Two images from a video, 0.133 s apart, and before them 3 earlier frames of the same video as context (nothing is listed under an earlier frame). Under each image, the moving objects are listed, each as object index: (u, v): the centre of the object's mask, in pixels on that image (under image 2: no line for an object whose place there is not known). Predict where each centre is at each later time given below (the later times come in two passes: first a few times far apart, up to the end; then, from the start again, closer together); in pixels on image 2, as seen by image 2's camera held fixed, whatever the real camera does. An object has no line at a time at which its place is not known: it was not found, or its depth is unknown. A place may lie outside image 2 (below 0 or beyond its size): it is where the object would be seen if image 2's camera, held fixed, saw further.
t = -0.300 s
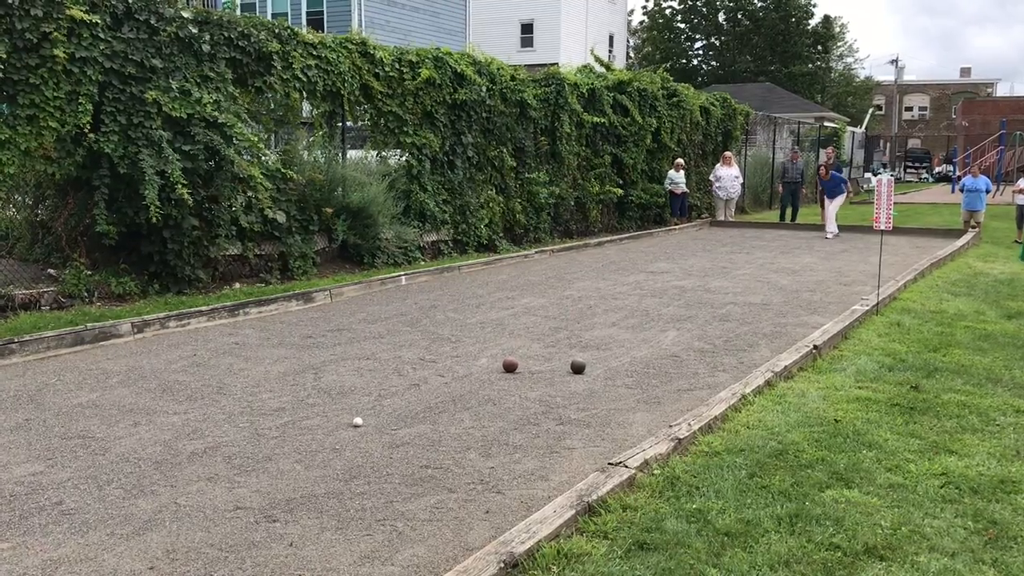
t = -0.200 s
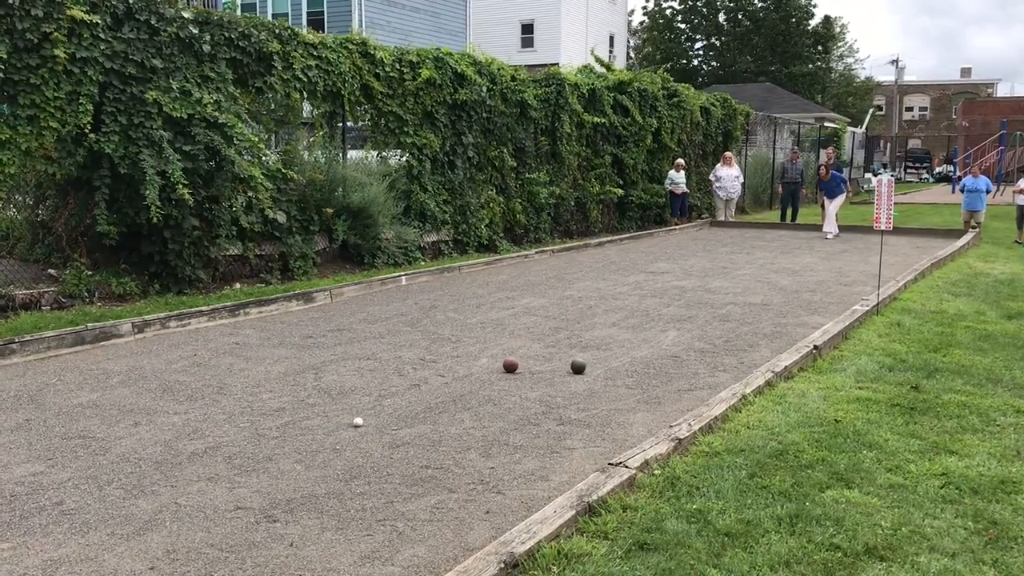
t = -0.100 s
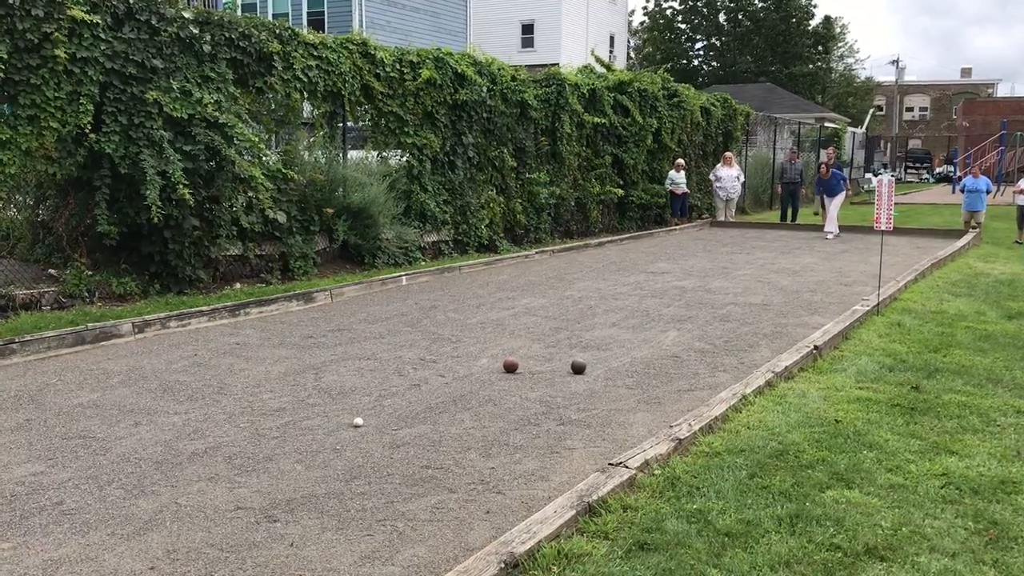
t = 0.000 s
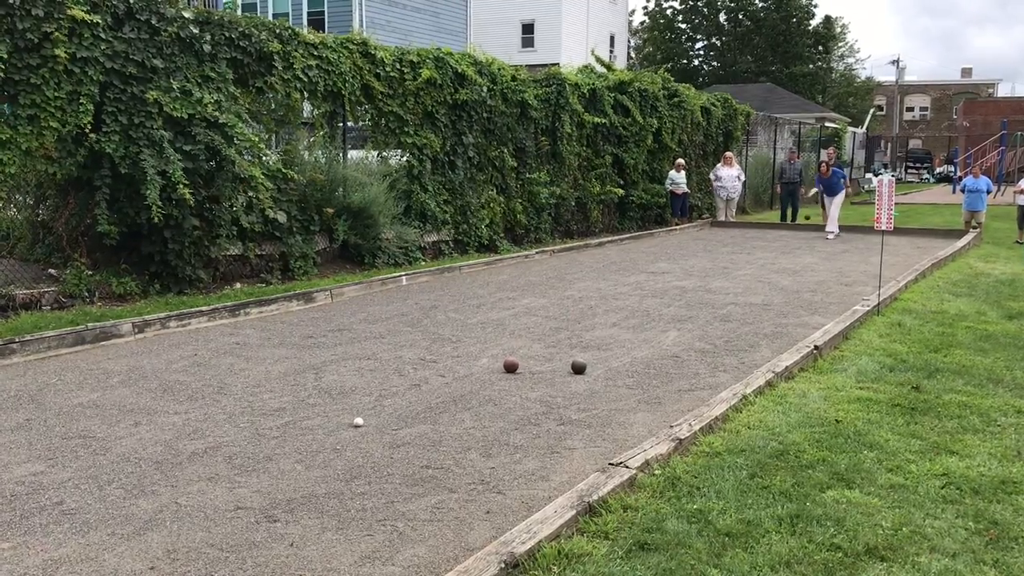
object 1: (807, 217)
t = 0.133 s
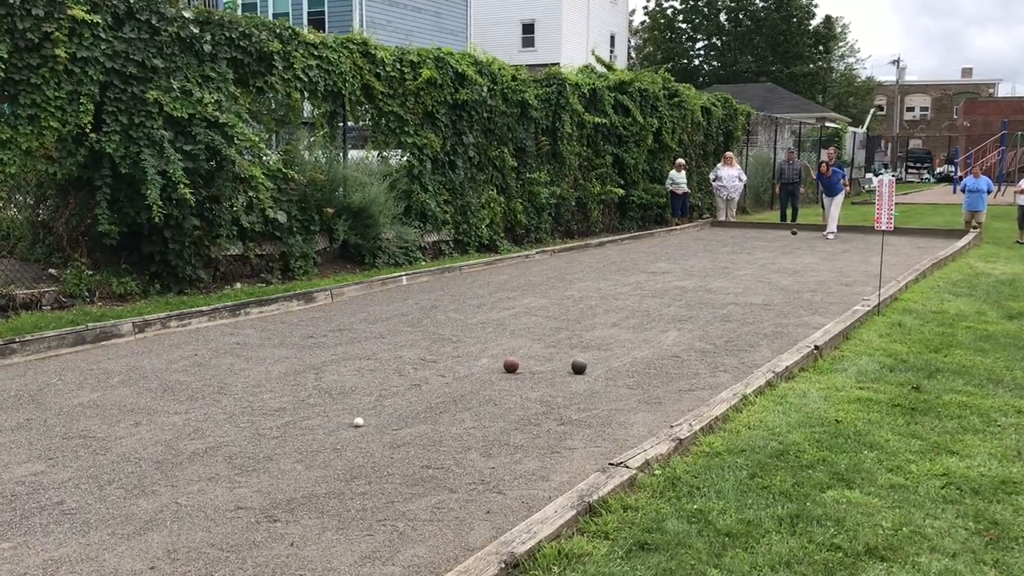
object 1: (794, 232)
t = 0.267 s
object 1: (781, 243)
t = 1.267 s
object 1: (691, 268)
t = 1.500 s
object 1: (667, 276)
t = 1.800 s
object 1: (634, 286)
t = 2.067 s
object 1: (602, 297)
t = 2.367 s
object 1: (561, 310)
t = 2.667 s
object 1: (517, 326)
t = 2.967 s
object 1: (470, 342)
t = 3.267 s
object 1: (421, 357)
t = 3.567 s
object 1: (373, 373)
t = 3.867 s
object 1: (323, 387)
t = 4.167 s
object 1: (276, 400)
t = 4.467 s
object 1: (233, 410)
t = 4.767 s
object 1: (201, 418)
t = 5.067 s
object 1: (176, 426)
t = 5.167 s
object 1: (170, 428)
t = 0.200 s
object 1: (786, 243)
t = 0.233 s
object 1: (784, 243)
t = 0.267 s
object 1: (781, 243)
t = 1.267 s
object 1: (691, 268)
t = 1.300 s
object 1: (688, 269)
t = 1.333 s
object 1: (684, 271)
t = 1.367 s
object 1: (681, 272)
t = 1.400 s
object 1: (678, 273)
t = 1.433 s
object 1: (674, 274)
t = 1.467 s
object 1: (671, 275)
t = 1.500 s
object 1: (667, 276)
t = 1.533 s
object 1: (664, 277)
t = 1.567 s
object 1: (660, 278)
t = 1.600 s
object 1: (657, 279)
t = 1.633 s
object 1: (653, 280)
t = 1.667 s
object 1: (649, 281)
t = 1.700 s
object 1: (646, 283)
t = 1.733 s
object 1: (642, 284)
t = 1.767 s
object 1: (638, 285)
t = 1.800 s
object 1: (634, 286)
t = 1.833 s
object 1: (631, 288)
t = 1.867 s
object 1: (627, 289)
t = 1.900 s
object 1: (623, 290)
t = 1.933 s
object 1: (619, 292)
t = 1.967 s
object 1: (615, 293)
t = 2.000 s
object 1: (610, 295)
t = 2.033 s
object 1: (606, 296)
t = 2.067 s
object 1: (602, 297)
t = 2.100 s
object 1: (597, 299)
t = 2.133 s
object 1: (593, 300)
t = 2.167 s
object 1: (589, 302)
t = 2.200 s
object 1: (584, 303)
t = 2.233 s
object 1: (579, 305)
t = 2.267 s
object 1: (575, 306)
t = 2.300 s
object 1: (570, 308)
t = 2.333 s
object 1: (565, 309)
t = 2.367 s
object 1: (561, 310)
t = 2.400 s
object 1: (556, 313)
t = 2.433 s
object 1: (551, 314)
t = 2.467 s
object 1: (546, 316)
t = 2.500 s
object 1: (542, 318)
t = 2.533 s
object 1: (537, 319)
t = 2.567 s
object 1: (532, 321)
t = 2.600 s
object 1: (527, 323)
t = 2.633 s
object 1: (522, 324)
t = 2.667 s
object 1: (517, 326)
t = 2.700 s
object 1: (512, 328)
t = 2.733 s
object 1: (507, 330)
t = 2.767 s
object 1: (502, 331)
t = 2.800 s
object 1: (496, 333)
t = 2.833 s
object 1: (491, 335)
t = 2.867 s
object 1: (486, 337)
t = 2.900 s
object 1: (481, 338)
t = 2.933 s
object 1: (475, 340)
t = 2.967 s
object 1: (470, 342)
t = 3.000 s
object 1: (464, 343)
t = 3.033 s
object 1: (459, 344)
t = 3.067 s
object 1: (454, 346)
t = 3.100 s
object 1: (448, 348)
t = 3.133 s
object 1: (443, 350)
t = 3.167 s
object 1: (438, 352)
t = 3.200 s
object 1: (432, 353)
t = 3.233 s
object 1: (427, 355)
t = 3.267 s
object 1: (421, 357)
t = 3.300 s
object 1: (416, 359)
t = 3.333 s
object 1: (411, 361)
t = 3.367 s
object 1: (406, 362)
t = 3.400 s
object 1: (400, 364)
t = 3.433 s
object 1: (395, 366)
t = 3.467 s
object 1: (389, 367)
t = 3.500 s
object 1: (384, 369)
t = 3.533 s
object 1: (378, 371)
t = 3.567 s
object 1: (373, 373)
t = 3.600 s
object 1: (367, 375)
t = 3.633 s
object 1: (361, 376)
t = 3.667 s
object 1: (356, 377)
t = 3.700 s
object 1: (350, 379)
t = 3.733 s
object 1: (344, 380)
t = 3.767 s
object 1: (339, 382)
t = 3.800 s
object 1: (333, 384)
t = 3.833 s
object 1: (328, 385)
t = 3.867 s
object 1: (323, 387)
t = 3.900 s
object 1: (318, 389)
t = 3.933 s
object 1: (312, 390)
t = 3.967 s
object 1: (308, 391)
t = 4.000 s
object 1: (303, 393)
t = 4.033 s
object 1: (297, 395)
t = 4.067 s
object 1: (292, 396)
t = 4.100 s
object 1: (287, 397)
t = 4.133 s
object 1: (282, 398)
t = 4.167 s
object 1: (276, 400)
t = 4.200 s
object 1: (271, 401)
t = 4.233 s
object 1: (266, 401)
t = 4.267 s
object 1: (261, 404)
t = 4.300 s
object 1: (256, 405)
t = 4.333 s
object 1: (251, 406)
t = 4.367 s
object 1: (246, 407)
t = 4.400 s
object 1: (242, 408)
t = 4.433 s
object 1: (237, 409)
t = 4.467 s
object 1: (233, 410)
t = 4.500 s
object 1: (229, 412)
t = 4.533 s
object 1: (225, 412)
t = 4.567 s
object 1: (221, 413)
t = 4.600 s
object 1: (217, 414)
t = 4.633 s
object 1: (214, 415)
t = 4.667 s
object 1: (211, 416)
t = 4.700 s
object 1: (207, 417)
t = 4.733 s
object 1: (204, 417)
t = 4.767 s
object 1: (201, 418)
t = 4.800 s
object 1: (198, 419)
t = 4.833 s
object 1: (195, 420)
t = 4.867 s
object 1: (192, 420)
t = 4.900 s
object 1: (189, 422)
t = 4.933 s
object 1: (185, 423)
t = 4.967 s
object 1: (183, 424)
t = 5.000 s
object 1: (180, 425)
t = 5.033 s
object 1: (178, 425)
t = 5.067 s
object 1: (176, 426)
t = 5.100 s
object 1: (174, 426)
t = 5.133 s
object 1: (172, 427)
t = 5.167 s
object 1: (170, 428)
